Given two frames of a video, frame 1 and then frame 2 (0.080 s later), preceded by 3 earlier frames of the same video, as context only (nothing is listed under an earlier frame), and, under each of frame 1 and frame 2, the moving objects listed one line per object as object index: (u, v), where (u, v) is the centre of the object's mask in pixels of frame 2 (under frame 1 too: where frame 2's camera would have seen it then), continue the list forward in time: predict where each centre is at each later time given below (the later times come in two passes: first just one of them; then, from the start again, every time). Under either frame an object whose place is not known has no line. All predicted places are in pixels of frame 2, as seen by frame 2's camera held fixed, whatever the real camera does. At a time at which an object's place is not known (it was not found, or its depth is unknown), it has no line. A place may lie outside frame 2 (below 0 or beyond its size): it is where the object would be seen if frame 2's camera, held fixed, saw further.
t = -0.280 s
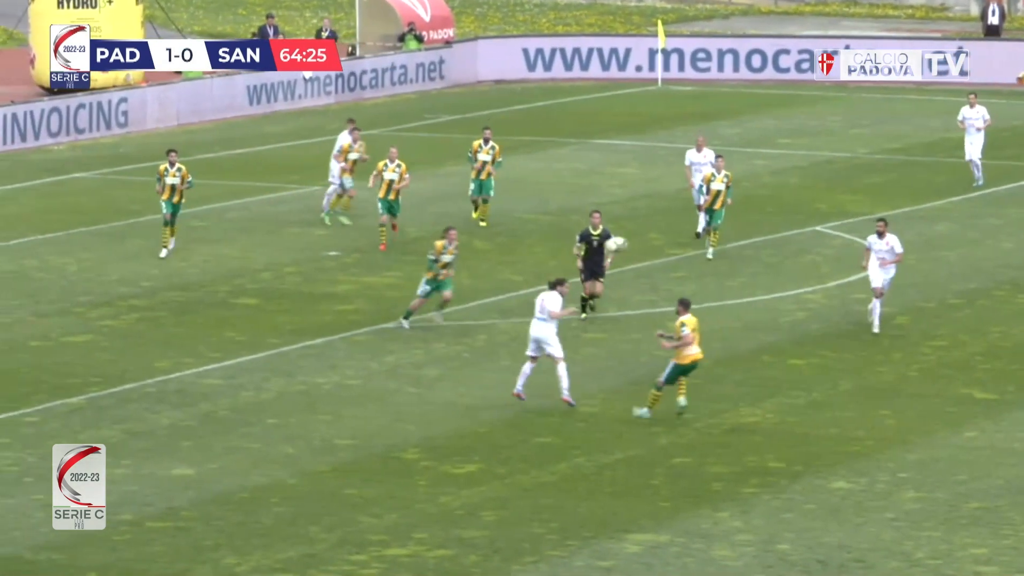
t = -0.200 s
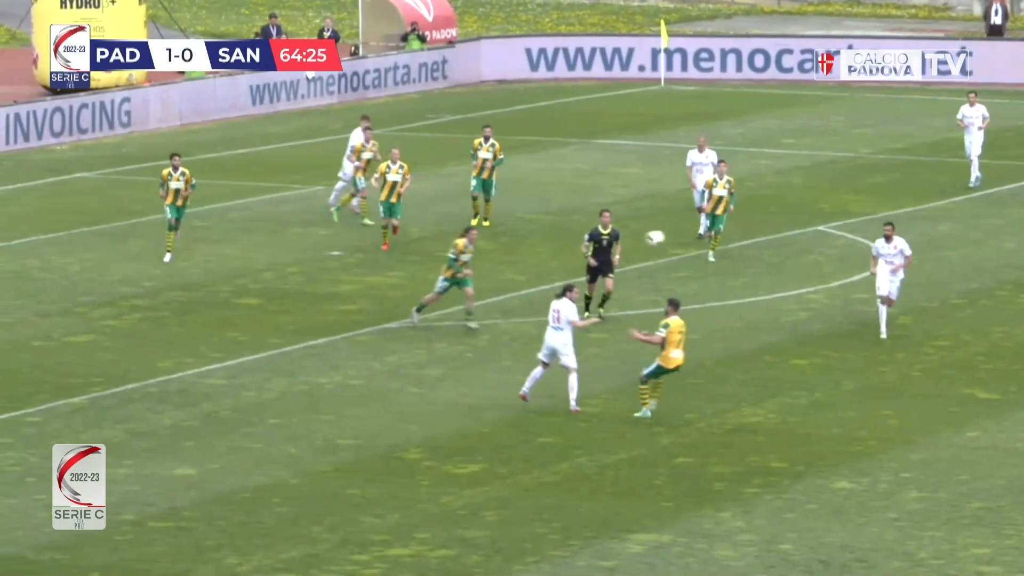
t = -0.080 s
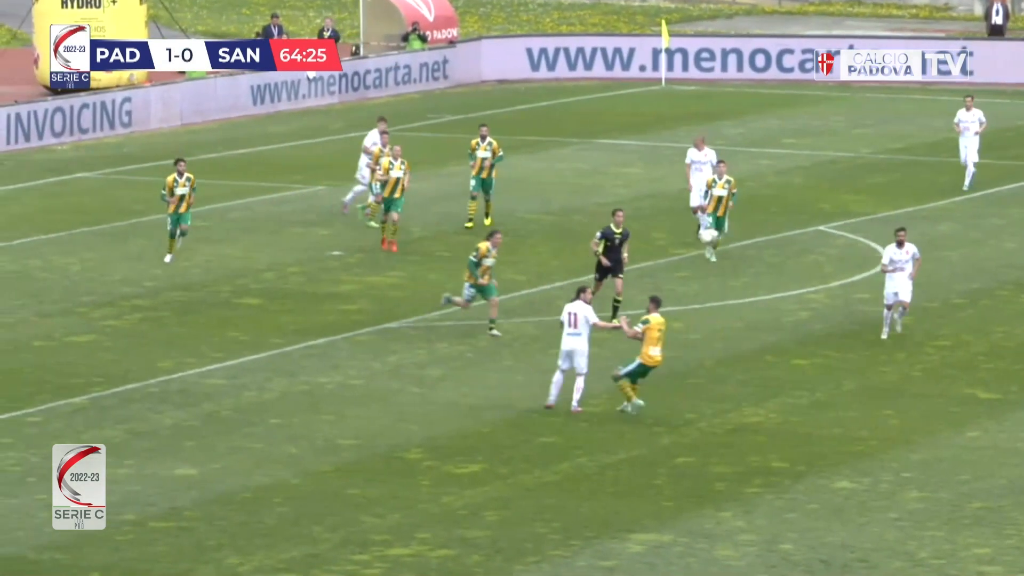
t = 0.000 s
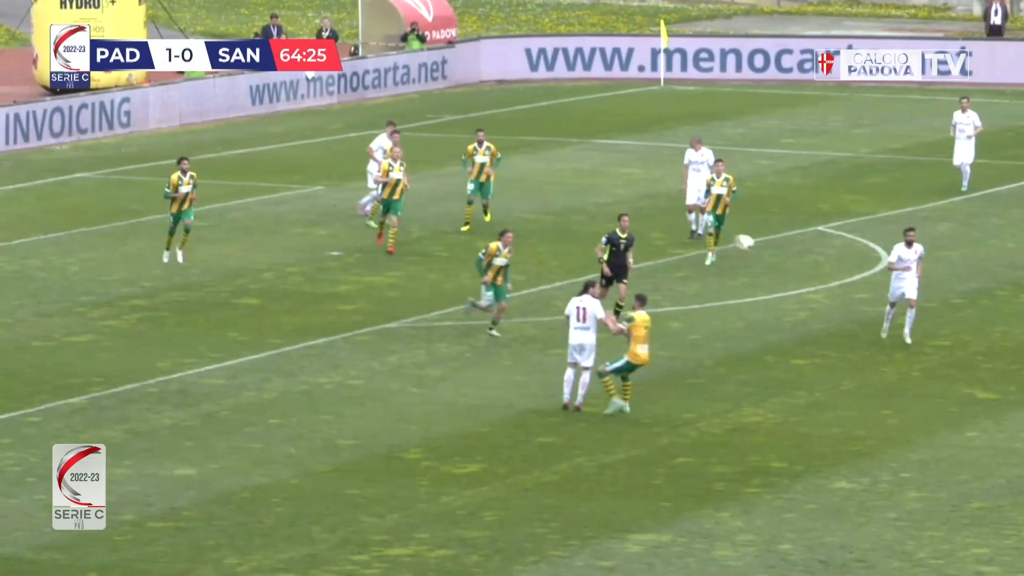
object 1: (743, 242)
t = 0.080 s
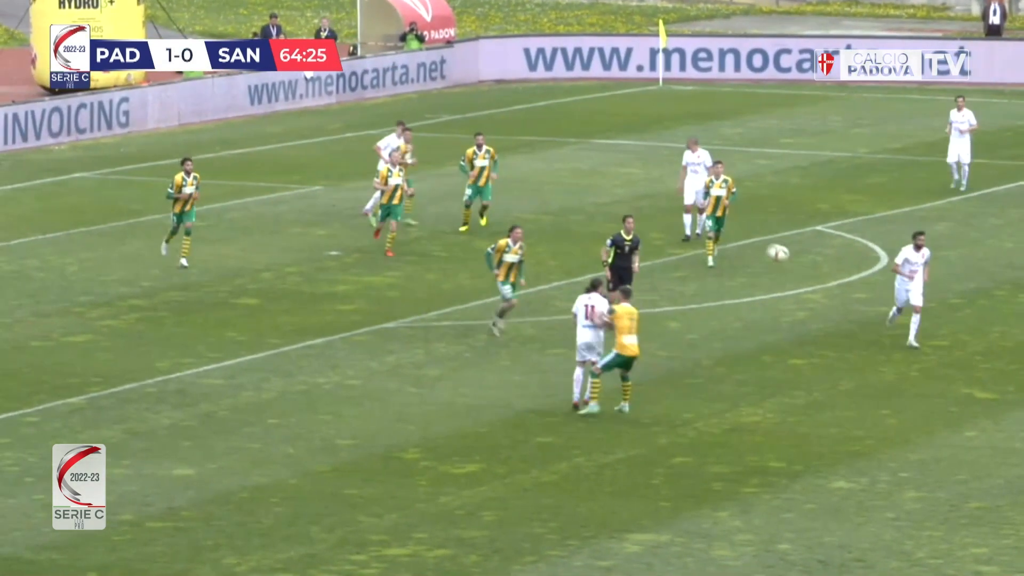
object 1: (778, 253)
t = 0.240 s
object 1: (847, 288)
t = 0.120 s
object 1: (795, 258)
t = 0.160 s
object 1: (812, 267)
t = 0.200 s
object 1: (830, 277)
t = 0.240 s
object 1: (847, 288)
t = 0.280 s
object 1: (863, 300)
